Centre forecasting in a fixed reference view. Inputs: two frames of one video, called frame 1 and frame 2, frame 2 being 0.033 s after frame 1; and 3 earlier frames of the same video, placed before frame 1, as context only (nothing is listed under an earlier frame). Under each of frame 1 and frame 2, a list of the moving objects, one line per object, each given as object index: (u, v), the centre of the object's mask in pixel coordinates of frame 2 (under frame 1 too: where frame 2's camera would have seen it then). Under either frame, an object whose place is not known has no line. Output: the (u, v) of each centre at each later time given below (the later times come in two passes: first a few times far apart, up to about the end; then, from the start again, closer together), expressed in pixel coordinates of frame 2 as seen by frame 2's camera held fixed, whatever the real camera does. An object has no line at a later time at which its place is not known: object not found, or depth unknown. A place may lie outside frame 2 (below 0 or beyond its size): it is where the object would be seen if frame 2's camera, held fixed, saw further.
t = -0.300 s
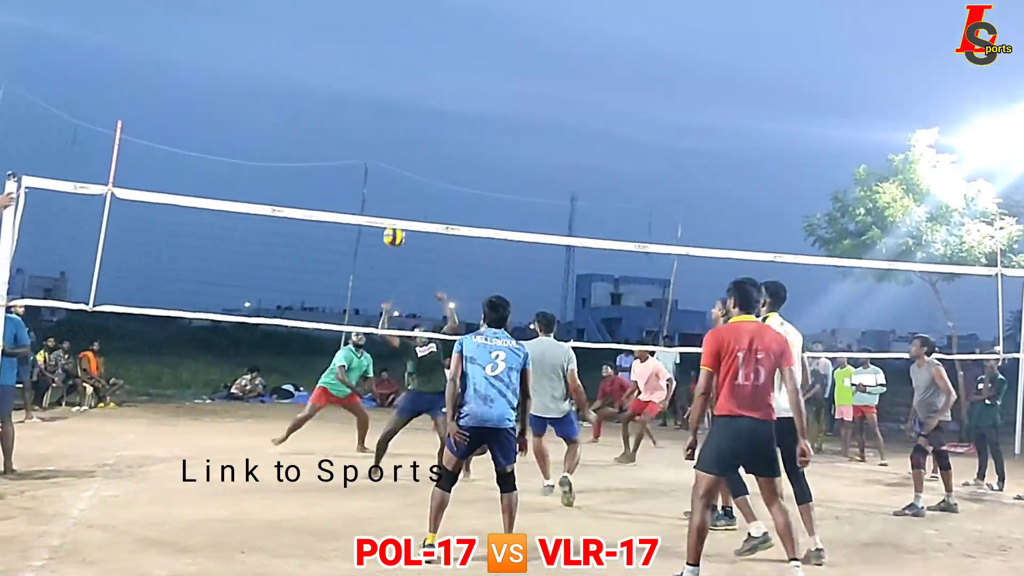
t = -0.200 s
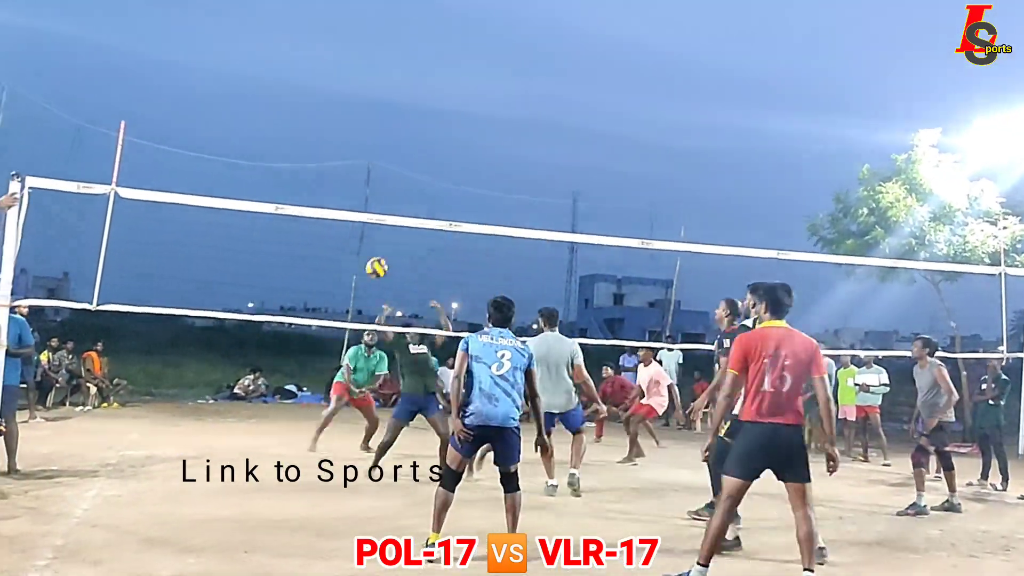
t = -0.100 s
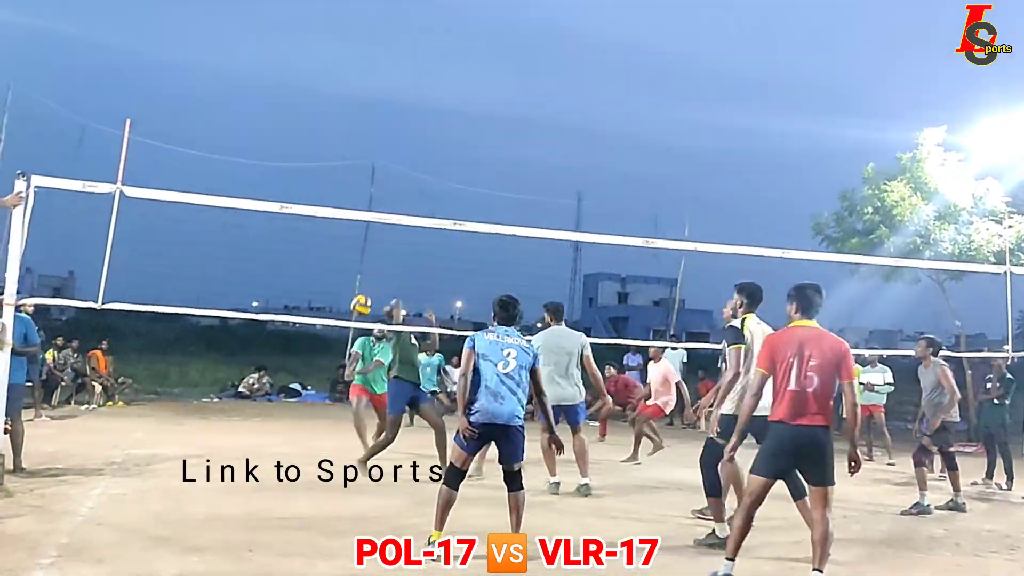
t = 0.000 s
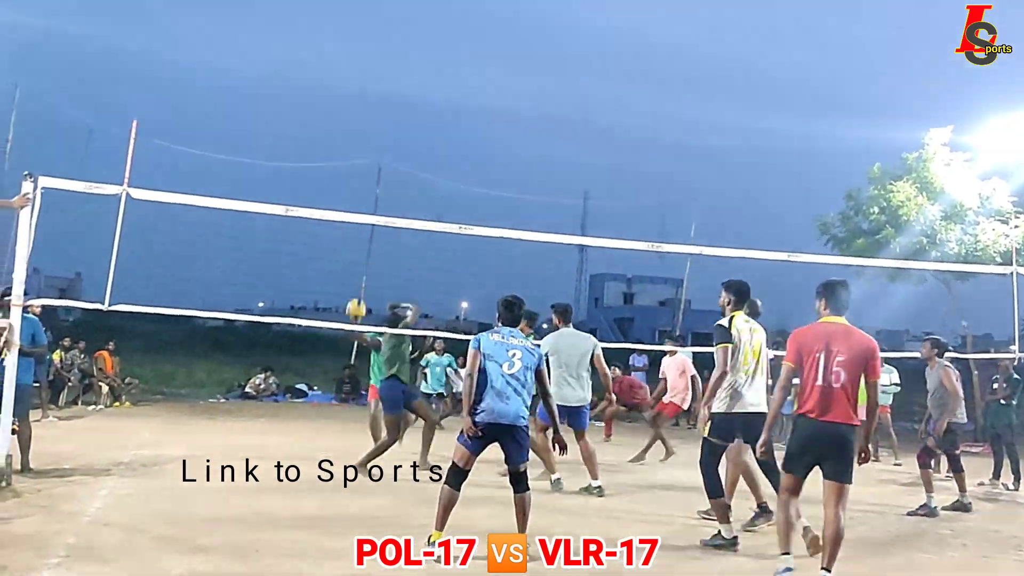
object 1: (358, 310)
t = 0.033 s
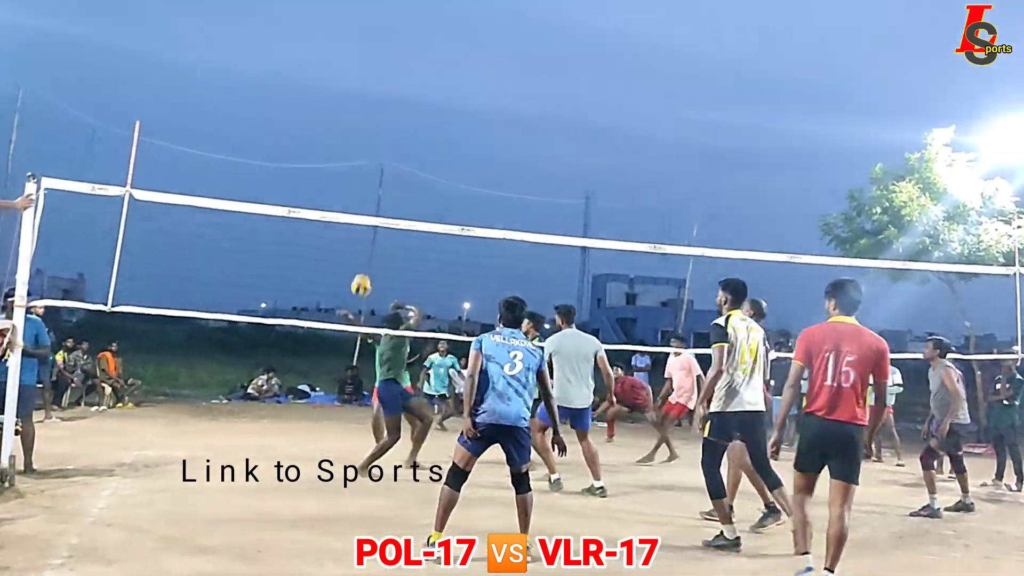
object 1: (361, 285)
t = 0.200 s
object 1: (374, 175)
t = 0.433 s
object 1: (385, 73)
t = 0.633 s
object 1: (392, 27)
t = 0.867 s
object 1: (395, 16)
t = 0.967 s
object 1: (395, 25)
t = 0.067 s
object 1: (364, 260)
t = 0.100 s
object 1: (366, 237)
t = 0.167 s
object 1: (371, 194)
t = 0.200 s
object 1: (374, 175)
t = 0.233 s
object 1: (375, 158)
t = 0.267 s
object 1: (377, 141)
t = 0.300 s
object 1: (379, 125)
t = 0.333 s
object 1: (381, 111)
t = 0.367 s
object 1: (383, 97)
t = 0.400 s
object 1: (384, 84)
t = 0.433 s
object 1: (385, 73)
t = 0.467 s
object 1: (387, 63)
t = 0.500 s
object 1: (388, 54)
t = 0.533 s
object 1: (389, 45)
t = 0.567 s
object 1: (390, 39)
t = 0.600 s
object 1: (391, 32)
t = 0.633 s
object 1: (392, 27)
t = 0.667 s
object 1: (393, 22)
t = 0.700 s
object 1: (393, 19)
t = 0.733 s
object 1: (394, 17)
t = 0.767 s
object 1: (394, 16)
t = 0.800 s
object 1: (394, 15)
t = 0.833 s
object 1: (395, 16)
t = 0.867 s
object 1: (395, 16)
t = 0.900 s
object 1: (395, 18)
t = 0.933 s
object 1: (395, 22)
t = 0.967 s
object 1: (395, 25)
